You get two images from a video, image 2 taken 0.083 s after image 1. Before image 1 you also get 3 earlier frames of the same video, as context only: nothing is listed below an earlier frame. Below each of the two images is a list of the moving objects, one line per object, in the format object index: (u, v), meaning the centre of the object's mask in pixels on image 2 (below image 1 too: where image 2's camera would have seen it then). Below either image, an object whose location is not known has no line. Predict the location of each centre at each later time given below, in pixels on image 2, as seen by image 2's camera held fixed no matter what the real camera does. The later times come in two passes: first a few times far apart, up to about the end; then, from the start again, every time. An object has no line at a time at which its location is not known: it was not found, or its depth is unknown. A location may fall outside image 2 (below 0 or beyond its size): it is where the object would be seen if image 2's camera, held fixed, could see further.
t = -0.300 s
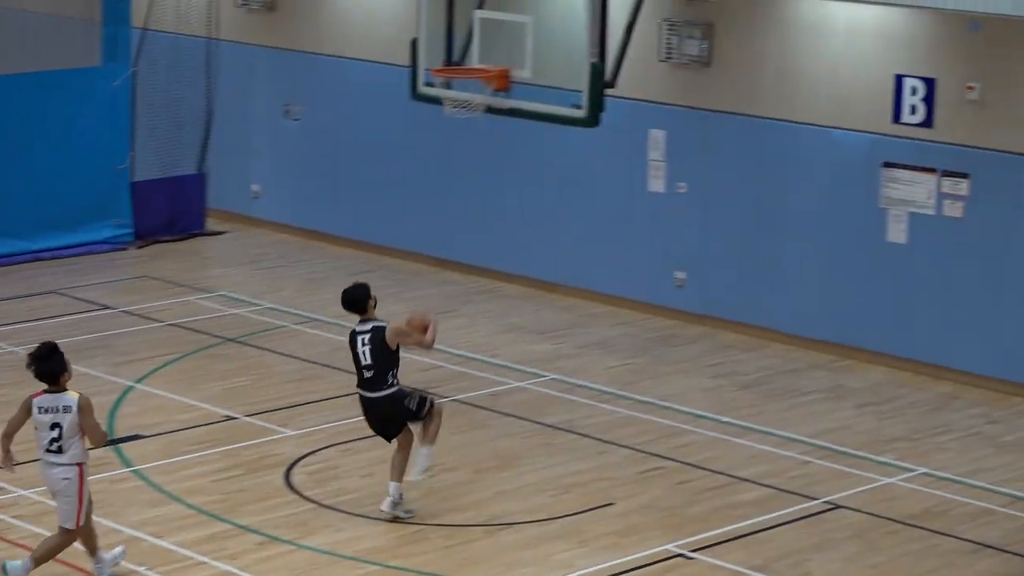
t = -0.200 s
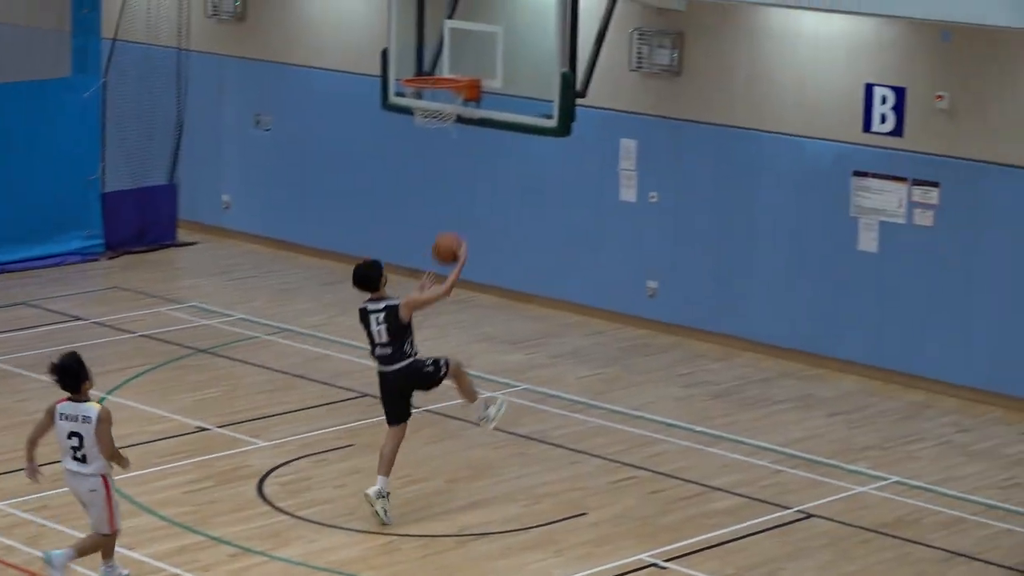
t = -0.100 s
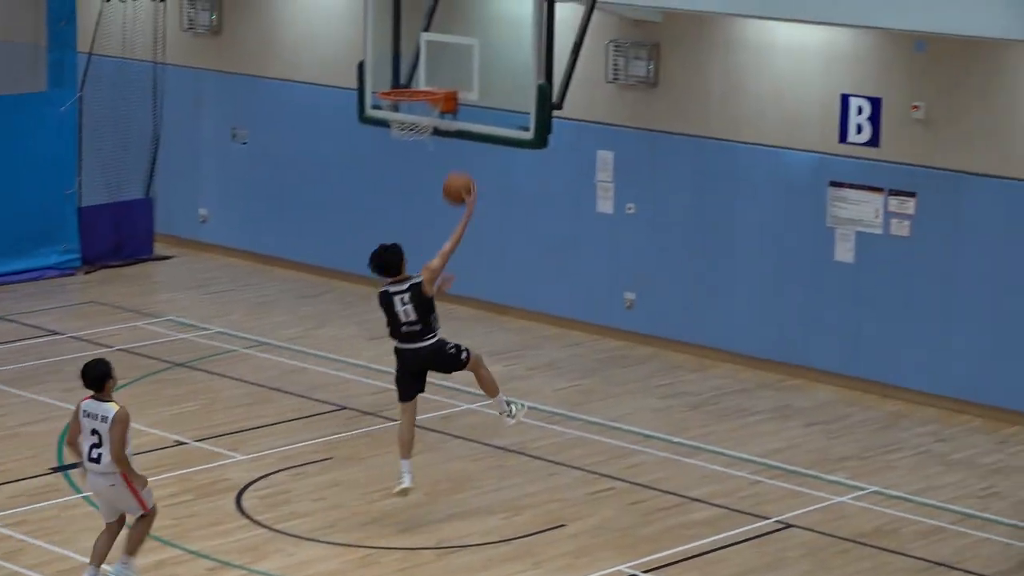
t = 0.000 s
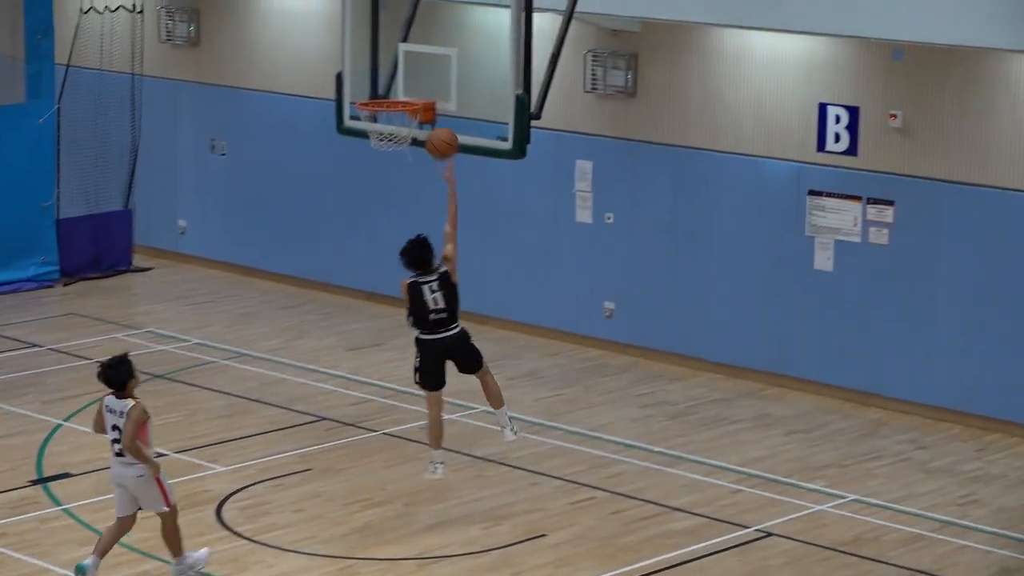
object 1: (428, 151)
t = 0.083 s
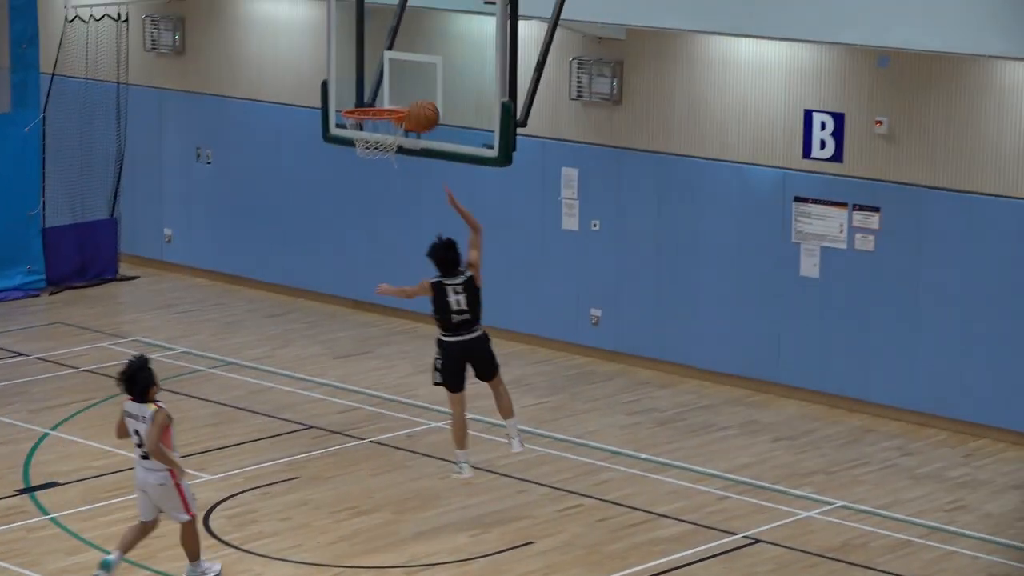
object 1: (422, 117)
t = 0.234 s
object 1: (414, 78)
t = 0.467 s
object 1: (385, 77)
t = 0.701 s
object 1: (362, 88)
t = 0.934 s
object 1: (355, 97)
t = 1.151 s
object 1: (350, 121)
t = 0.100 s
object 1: (421, 112)
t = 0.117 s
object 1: (421, 105)
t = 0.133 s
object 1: (420, 100)
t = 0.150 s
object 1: (419, 95)
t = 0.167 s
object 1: (418, 92)
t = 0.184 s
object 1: (417, 87)
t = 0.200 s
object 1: (416, 83)
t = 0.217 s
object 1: (415, 81)
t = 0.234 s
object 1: (414, 78)
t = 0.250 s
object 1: (413, 75)
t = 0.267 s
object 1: (412, 73)
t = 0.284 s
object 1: (411, 72)
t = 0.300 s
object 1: (410, 71)
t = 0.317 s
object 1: (409, 70)
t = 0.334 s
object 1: (408, 69)
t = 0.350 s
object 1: (405, 69)
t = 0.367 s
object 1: (403, 69)
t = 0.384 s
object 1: (399, 69)
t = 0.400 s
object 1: (396, 70)
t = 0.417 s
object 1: (393, 71)
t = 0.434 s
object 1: (391, 72)
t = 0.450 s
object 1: (388, 74)
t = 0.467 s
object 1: (385, 77)
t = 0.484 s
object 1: (383, 79)
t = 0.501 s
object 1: (380, 82)
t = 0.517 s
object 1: (377, 85)
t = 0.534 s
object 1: (373, 89)
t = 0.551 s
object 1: (370, 95)
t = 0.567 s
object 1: (369, 96)
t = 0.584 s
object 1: (368, 94)
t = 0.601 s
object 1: (367, 92)
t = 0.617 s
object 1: (366, 90)
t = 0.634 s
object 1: (365, 89)
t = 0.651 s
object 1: (365, 88)
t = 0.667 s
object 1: (364, 88)
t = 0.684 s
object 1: (363, 88)
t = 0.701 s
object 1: (362, 88)
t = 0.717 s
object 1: (362, 89)
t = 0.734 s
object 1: (361, 89)
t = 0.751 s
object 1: (360, 90)
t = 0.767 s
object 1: (359, 92)
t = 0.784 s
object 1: (358, 94)
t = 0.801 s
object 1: (357, 95)
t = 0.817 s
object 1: (356, 99)
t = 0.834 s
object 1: (355, 100)
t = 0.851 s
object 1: (355, 99)
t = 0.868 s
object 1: (355, 98)
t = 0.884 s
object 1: (356, 97)
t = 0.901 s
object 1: (355, 97)
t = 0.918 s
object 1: (355, 97)
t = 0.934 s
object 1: (355, 97)
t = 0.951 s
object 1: (355, 98)
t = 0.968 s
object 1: (355, 98)
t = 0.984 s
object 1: (355, 100)
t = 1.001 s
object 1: (355, 101)
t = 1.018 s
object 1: (355, 103)
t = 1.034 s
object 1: (354, 105)
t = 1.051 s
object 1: (354, 106)
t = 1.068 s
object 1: (353, 107)
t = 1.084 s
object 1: (352, 109)
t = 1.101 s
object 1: (351, 111)
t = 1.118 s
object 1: (351, 114)
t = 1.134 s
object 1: (350, 117)
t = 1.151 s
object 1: (350, 121)
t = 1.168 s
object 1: (349, 125)
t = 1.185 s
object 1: (348, 129)
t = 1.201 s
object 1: (347, 133)
